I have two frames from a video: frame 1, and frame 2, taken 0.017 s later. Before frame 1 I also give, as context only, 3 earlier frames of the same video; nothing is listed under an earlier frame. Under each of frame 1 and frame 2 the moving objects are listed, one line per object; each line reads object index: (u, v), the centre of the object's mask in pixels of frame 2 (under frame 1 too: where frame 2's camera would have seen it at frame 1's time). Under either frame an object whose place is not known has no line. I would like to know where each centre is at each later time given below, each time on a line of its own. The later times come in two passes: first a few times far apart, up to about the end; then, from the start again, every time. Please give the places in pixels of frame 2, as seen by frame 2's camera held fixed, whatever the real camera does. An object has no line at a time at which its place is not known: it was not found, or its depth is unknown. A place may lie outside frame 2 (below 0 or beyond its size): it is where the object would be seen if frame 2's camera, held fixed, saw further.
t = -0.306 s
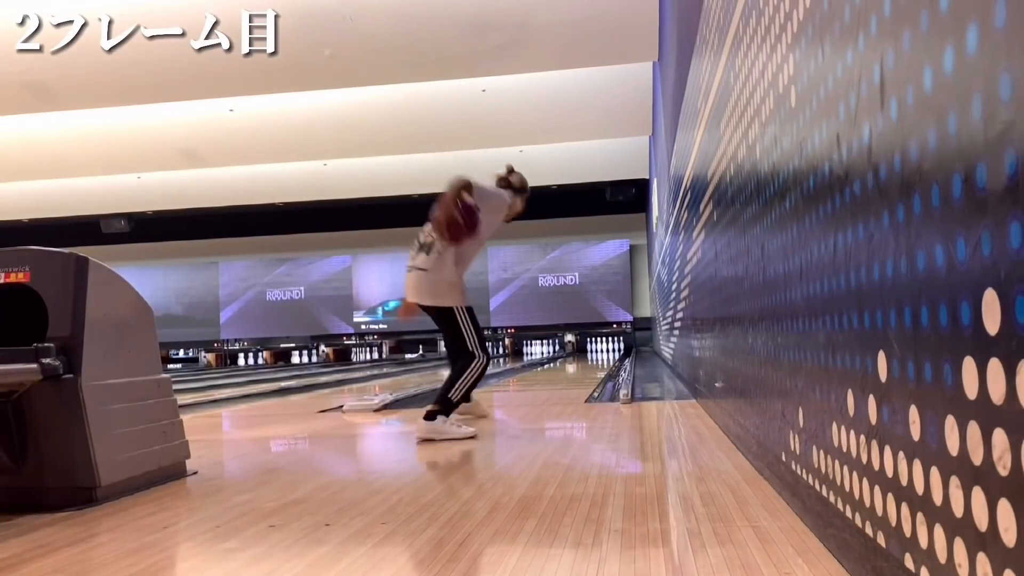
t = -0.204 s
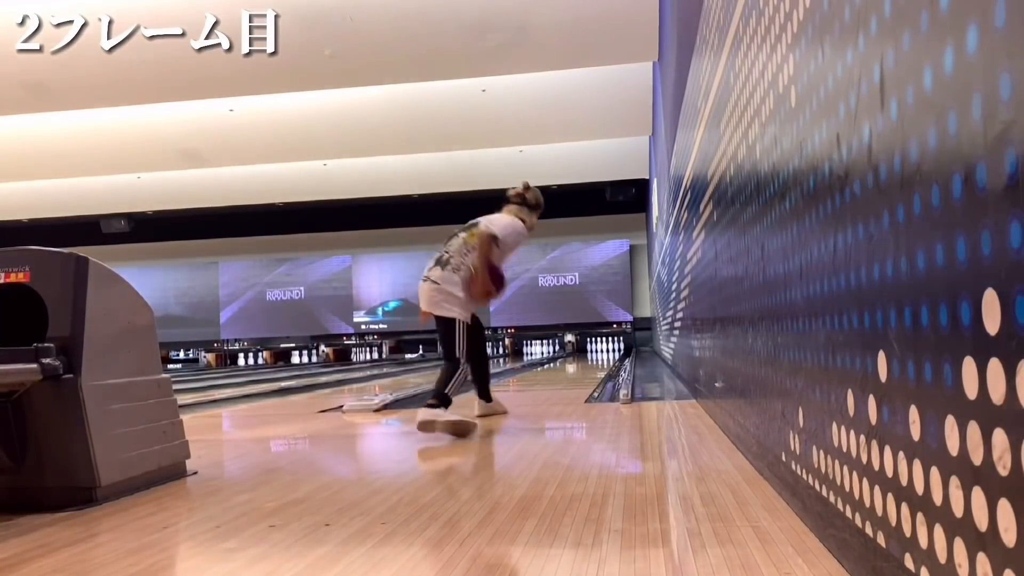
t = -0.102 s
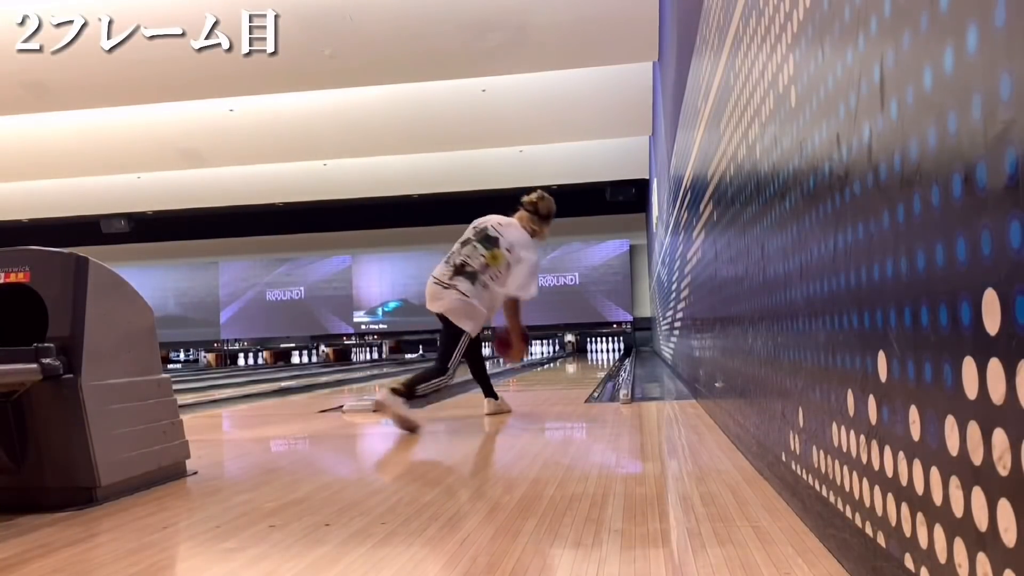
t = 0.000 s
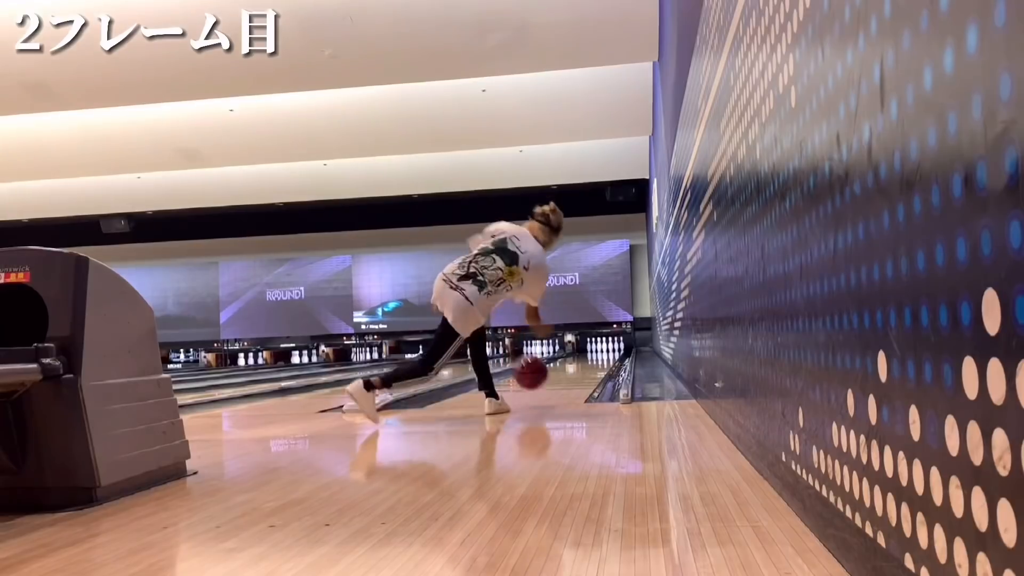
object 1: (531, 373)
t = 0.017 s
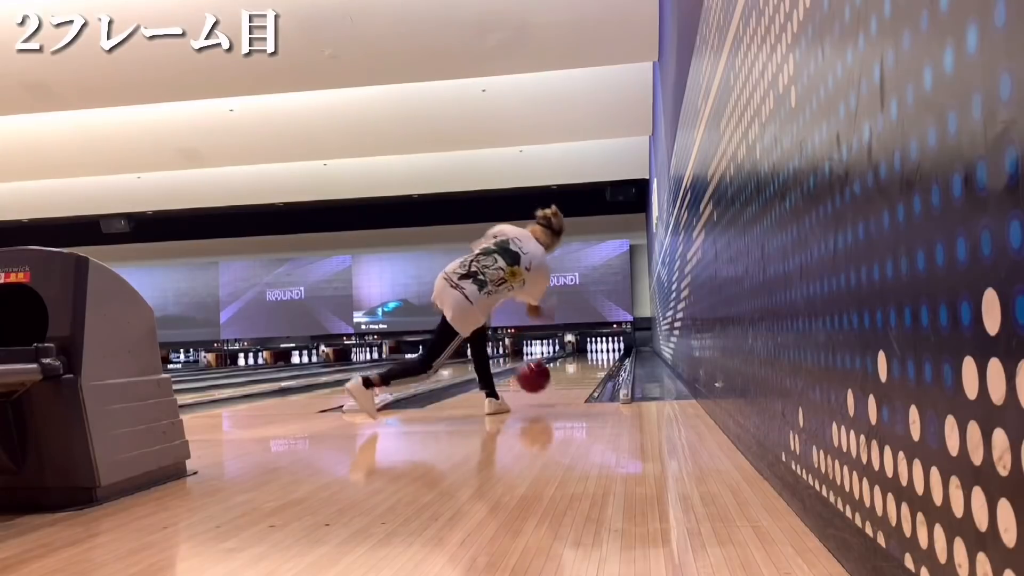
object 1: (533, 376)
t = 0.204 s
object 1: (555, 379)
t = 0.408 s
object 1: (570, 371)
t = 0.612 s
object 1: (580, 366)
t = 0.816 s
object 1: (587, 362)
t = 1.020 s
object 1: (592, 360)
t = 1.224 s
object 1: (596, 357)
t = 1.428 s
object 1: (598, 355)
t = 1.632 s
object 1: (600, 353)
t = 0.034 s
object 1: (536, 381)
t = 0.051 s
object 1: (539, 385)
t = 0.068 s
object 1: (541, 385)
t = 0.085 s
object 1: (543, 383)
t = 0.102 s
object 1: (544, 382)
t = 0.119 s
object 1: (546, 381)
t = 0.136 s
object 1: (548, 380)
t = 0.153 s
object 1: (550, 380)
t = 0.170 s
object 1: (551, 380)
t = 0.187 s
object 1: (553, 380)
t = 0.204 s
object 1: (555, 379)
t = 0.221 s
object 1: (557, 378)
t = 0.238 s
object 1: (558, 378)
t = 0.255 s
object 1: (560, 376)
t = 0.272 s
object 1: (562, 376)
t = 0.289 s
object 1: (563, 375)
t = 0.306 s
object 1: (564, 374)
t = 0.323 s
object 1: (565, 374)
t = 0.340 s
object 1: (566, 373)
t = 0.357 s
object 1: (568, 373)
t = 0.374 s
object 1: (569, 372)
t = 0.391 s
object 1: (569, 372)
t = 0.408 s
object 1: (570, 371)
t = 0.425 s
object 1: (572, 371)
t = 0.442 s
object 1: (572, 370)
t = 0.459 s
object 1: (574, 370)
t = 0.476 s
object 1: (574, 369)
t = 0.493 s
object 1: (575, 369)
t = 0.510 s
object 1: (576, 368)
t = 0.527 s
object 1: (577, 368)
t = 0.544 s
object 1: (577, 368)
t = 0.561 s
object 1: (578, 367)
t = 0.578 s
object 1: (579, 367)
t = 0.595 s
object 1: (579, 366)
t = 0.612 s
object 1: (580, 366)
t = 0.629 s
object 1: (581, 365)
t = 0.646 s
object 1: (582, 365)
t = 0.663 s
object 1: (582, 365)
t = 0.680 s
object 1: (582, 364)
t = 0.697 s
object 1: (583, 364)
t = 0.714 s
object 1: (584, 364)
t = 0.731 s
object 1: (585, 363)
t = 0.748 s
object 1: (585, 363)
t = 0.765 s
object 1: (586, 363)
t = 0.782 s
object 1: (586, 362)
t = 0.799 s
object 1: (587, 362)
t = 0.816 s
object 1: (587, 362)
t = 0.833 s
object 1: (588, 362)
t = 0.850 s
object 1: (588, 361)
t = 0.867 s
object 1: (589, 361)
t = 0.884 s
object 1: (589, 361)
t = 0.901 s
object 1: (590, 361)
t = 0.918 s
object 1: (590, 361)
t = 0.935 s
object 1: (591, 360)
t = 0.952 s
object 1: (591, 360)
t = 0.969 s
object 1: (591, 360)
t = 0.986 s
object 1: (592, 360)
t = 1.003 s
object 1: (592, 360)
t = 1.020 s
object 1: (592, 360)
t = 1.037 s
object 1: (593, 359)
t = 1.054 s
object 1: (593, 359)
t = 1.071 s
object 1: (594, 359)
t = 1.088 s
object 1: (594, 359)
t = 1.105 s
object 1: (594, 358)
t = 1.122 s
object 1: (594, 358)
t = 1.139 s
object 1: (595, 358)
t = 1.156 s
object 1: (595, 357)
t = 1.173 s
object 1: (595, 357)
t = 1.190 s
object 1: (595, 357)
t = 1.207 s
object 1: (596, 357)
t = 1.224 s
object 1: (596, 357)
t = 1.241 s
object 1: (596, 357)
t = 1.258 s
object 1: (597, 356)
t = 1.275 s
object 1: (597, 356)
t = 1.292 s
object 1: (597, 356)
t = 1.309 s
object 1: (597, 356)
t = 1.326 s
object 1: (598, 356)
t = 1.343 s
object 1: (598, 356)
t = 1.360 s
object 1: (598, 356)
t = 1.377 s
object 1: (598, 356)
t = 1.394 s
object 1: (598, 355)
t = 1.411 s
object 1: (598, 355)
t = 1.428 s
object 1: (598, 355)
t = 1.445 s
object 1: (598, 355)
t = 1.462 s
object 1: (598, 355)
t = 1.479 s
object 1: (599, 355)
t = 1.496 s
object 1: (599, 354)
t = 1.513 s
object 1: (599, 354)
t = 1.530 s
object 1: (599, 354)
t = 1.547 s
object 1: (599, 354)
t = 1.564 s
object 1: (600, 354)
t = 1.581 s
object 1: (600, 354)
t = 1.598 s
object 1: (600, 354)
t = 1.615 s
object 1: (600, 354)
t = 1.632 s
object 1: (600, 353)
